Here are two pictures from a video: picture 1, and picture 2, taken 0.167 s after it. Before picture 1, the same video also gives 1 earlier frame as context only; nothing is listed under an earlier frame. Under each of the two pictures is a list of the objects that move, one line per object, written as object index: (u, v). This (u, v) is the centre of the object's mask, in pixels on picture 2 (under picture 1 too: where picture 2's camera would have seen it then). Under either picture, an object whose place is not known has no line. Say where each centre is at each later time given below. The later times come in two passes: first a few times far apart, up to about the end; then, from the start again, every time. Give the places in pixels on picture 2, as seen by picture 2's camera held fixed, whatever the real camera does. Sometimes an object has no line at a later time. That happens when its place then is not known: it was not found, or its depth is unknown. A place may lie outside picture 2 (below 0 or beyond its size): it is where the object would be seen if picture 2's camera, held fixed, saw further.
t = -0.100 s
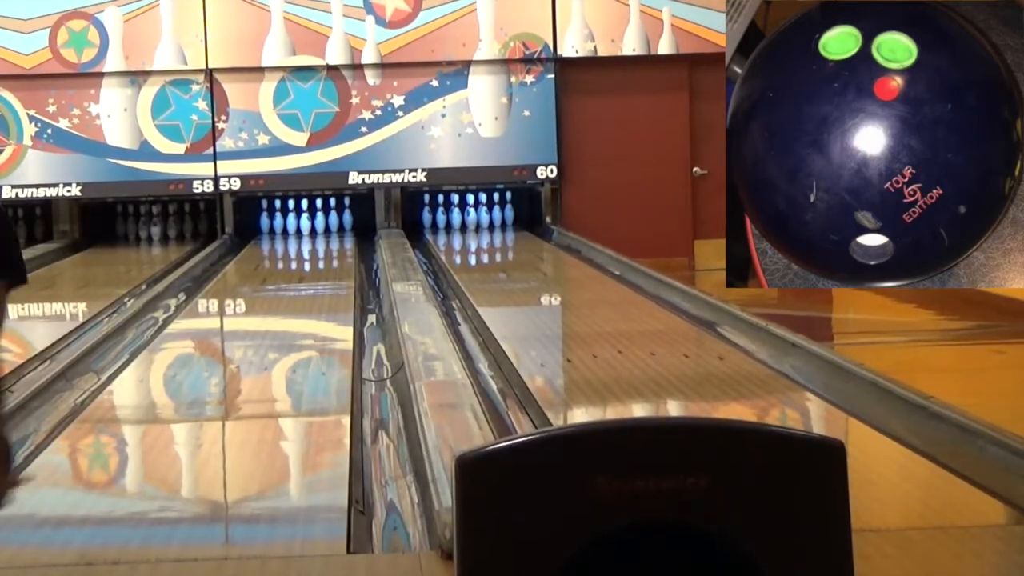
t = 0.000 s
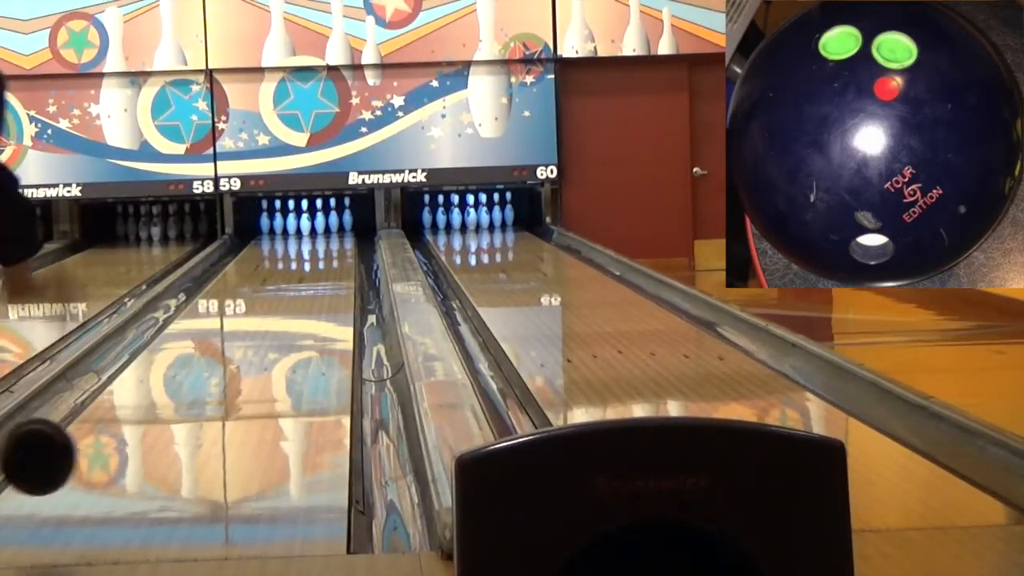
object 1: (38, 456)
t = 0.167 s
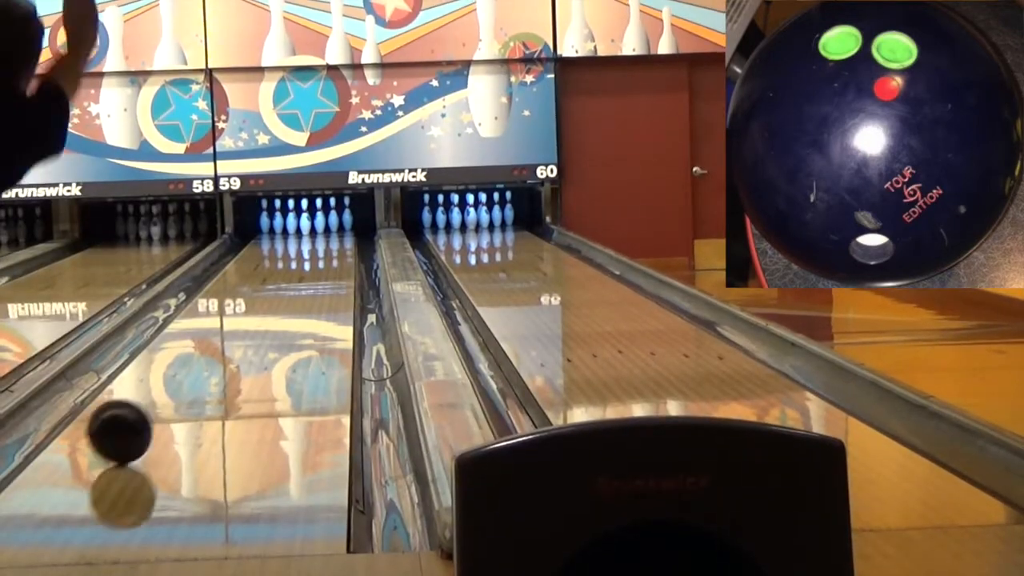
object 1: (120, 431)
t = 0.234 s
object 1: (145, 413)
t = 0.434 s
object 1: (203, 367)
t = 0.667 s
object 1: (251, 330)
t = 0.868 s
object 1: (281, 306)
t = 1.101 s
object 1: (307, 285)
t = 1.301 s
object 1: (324, 271)
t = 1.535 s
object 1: (338, 257)
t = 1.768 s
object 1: (345, 246)
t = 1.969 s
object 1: (343, 239)
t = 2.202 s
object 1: (333, 232)
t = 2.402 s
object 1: (319, 228)
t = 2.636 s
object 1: (309, 223)
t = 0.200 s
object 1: (133, 422)
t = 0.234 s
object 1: (145, 413)
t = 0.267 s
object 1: (156, 404)
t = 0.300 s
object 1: (167, 395)
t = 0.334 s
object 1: (177, 388)
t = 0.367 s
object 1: (186, 381)
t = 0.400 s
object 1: (195, 374)
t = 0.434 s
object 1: (203, 367)
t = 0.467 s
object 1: (211, 361)
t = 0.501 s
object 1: (219, 355)
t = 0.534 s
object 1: (226, 350)
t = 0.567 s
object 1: (233, 344)
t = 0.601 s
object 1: (239, 339)
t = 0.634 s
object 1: (245, 334)
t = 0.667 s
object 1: (251, 330)
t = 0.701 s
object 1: (257, 326)
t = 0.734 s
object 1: (262, 322)
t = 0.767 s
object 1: (267, 318)
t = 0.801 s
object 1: (272, 314)
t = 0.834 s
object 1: (276, 310)
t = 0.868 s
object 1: (281, 306)
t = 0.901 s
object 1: (285, 303)
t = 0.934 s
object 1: (289, 300)
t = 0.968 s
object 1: (293, 297)
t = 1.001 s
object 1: (297, 294)
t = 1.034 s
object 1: (300, 291)
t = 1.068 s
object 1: (304, 288)
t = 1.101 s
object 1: (307, 285)
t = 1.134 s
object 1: (310, 282)
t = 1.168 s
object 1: (313, 280)
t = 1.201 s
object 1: (316, 278)
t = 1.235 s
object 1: (319, 275)
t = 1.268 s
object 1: (322, 273)
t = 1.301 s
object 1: (324, 271)
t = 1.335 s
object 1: (326, 268)
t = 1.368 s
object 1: (329, 266)
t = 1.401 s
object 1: (331, 264)
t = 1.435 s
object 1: (333, 262)
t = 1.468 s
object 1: (335, 261)
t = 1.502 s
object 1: (337, 259)
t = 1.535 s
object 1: (338, 257)
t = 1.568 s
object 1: (340, 255)
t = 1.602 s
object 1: (341, 253)
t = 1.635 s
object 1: (342, 252)
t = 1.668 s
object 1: (343, 251)
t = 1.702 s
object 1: (344, 249)
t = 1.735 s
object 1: (344, 247)
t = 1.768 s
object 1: (345, 246)
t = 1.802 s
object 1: (345, 245)
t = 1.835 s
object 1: (345, 244)
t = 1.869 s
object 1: (345, 242)
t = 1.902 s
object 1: (344, 241)
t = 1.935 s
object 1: (344, 240)
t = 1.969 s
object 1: (343, 239)
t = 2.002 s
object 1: (342, 238)
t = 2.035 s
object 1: (341, 237)
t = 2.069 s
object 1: (339, 236)
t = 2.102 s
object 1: (338, 235)
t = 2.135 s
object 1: (336, 234)
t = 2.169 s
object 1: (335, 233)
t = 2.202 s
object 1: (333, 232)
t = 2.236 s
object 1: (331, 231)
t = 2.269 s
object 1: (328, 230)
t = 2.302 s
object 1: (326, 230)
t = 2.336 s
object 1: (324, 229)
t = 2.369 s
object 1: (322, 229)
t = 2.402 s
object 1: (319, 228)
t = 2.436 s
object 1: (317, 227)
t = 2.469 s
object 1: (315, 226)
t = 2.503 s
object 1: (313, 226)
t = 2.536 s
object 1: (313, 225)
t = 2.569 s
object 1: (312, 225)
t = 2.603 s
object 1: (311, 224)
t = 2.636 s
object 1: (309, 223)
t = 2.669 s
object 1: (308, 223)
